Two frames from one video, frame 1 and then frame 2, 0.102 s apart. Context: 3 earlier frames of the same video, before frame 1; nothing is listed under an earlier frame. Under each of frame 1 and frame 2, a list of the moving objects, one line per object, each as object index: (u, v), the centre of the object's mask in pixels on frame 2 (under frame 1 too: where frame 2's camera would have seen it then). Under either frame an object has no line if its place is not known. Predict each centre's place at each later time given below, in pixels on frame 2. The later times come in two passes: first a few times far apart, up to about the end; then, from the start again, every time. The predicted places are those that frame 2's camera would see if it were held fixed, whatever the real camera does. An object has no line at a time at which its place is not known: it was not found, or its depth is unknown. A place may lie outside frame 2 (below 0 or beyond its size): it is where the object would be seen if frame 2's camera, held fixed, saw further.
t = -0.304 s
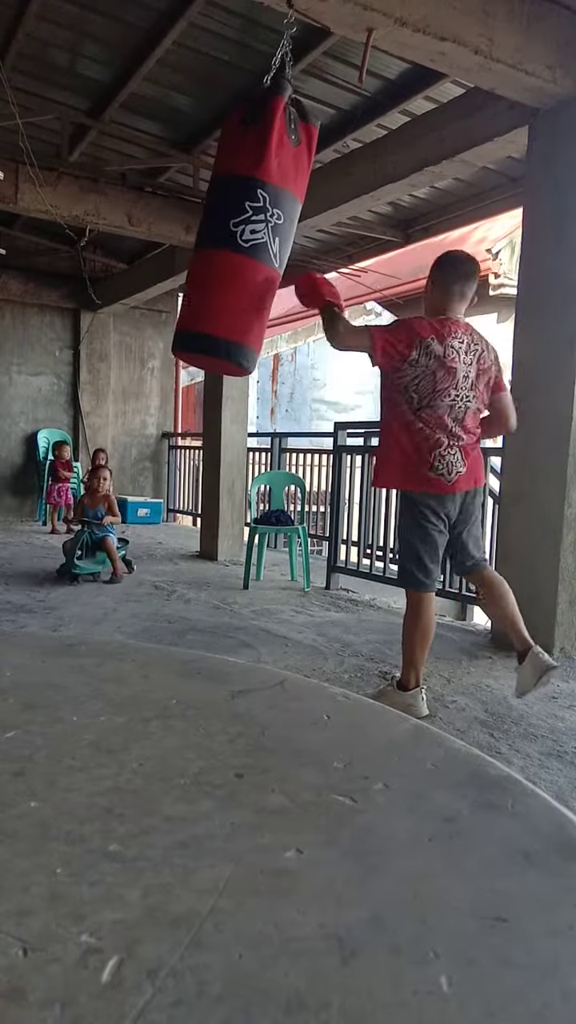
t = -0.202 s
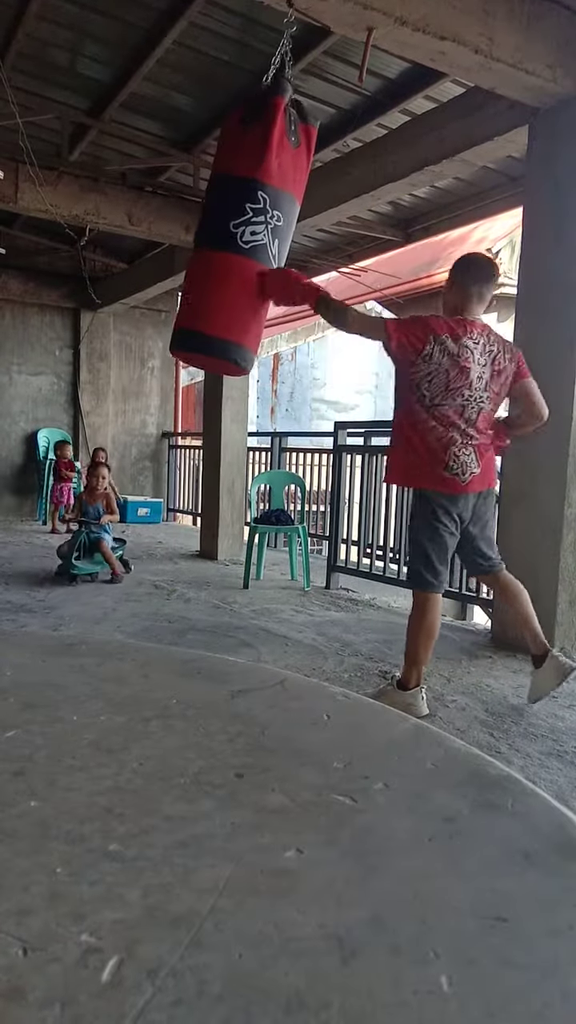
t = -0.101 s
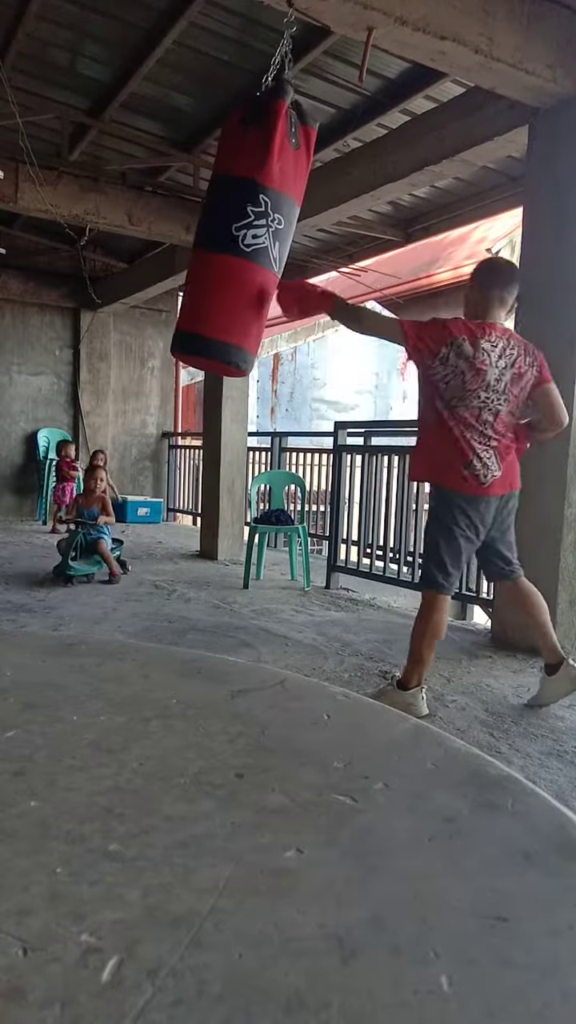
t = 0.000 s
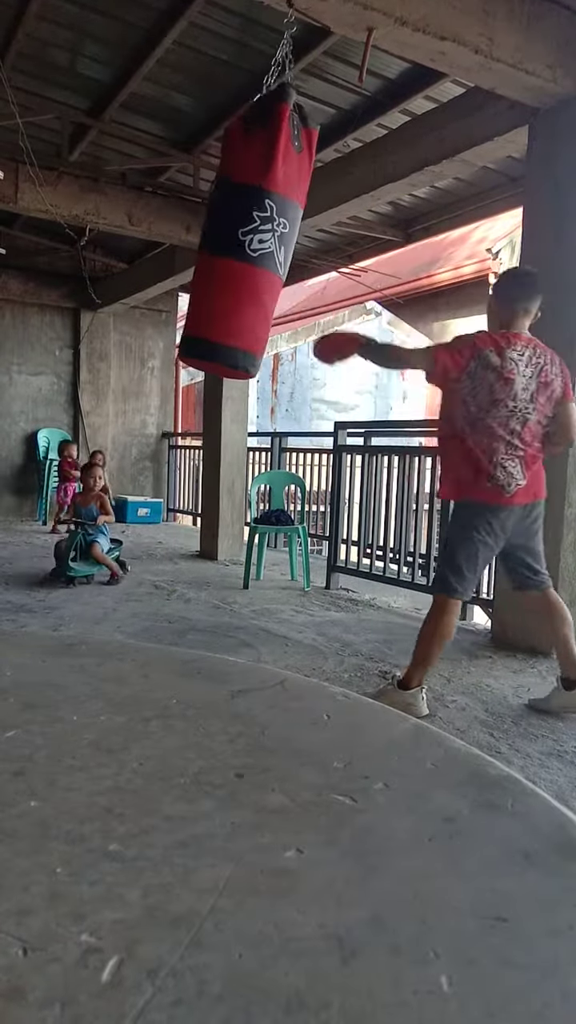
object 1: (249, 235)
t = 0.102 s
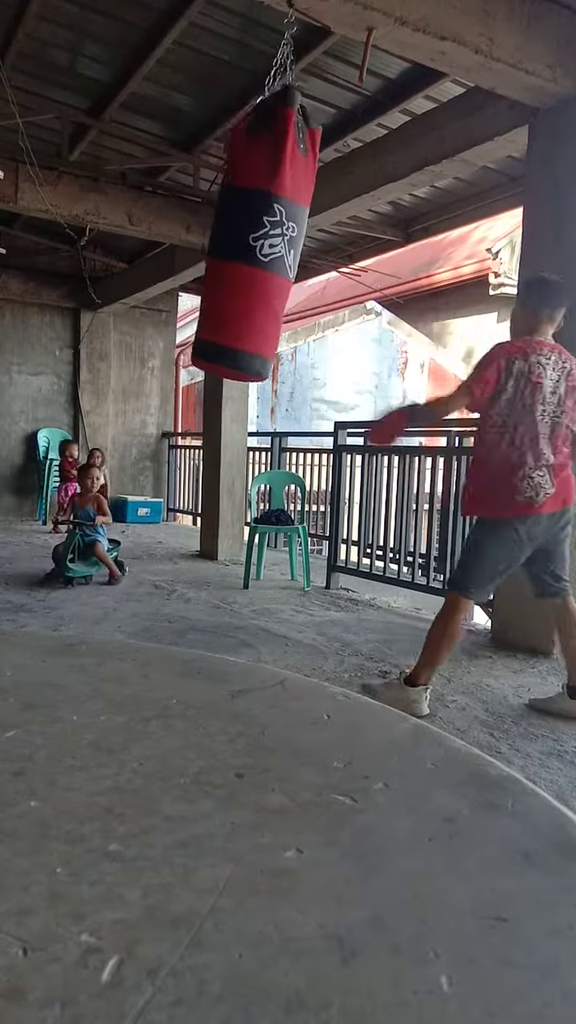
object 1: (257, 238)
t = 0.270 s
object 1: (274, 244)
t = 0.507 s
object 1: (303, 247)
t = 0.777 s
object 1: (322, 244)
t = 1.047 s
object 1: (315, 241)
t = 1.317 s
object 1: (285, 240)
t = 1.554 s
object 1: (257, 237)
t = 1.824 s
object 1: (242, 238)
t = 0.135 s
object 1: (260, 239)
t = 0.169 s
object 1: (262, 241)
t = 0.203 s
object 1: (265, 243)
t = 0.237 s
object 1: (268, 246)
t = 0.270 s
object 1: (274, 244)
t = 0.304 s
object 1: (279, 245)
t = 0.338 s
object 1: (284, 246)
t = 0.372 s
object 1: (288, 246)
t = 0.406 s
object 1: (291, 246)
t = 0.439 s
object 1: (296, 246)
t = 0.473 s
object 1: (299, 247)
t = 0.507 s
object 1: (303, 247)
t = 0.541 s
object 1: (307, 248)
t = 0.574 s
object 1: (310, 247)
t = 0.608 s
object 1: (313, 246)
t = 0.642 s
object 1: (316, 246)
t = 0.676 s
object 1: (318, 245)
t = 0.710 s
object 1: (319, 245)
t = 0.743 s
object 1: (321, 245)
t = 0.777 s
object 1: (322, 244)
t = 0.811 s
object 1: (323, 244)
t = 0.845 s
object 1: (323, 243)
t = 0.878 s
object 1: (323, 243)
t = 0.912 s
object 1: (322, 243)
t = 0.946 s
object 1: (321, 242)
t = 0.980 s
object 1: (319, 242)
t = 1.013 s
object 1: (317, 241)
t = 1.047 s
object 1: (315, 241)
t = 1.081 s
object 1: (312, 242)
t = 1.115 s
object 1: (310, 242)
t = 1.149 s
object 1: (306, 241)
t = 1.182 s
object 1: (302, 241)
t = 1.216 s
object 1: (298, 241)
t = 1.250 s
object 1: (294, 240)
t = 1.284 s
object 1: (290, 240)
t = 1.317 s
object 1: (285, 240)
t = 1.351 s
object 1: (281, 239)
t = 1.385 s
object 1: (277, 239)
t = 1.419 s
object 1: (272, 238)
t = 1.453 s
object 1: (269, 238)
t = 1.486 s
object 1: (263, 239)
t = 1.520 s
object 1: (260, 237)
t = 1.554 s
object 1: (257, 237)
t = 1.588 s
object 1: (253, 237)
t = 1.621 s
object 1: (250, 237)
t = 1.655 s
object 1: (248, 236)
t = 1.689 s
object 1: (246, 236)
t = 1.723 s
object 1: (244, 236)
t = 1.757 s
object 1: (243, 237)
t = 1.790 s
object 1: (243, 237)
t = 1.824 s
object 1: (242, 238)
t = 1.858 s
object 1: (243, 238)
